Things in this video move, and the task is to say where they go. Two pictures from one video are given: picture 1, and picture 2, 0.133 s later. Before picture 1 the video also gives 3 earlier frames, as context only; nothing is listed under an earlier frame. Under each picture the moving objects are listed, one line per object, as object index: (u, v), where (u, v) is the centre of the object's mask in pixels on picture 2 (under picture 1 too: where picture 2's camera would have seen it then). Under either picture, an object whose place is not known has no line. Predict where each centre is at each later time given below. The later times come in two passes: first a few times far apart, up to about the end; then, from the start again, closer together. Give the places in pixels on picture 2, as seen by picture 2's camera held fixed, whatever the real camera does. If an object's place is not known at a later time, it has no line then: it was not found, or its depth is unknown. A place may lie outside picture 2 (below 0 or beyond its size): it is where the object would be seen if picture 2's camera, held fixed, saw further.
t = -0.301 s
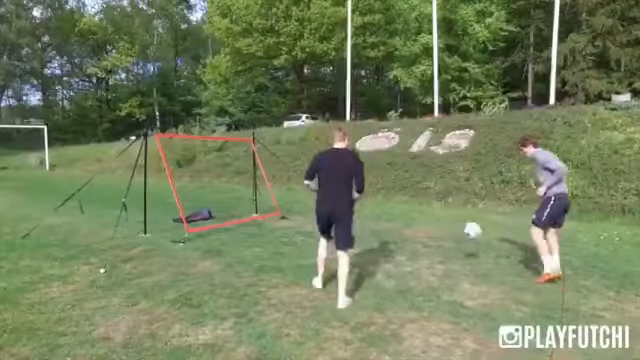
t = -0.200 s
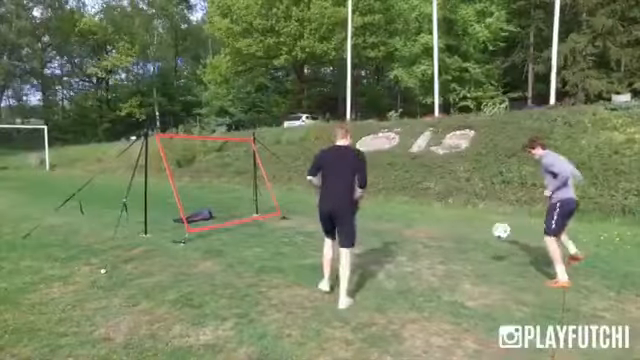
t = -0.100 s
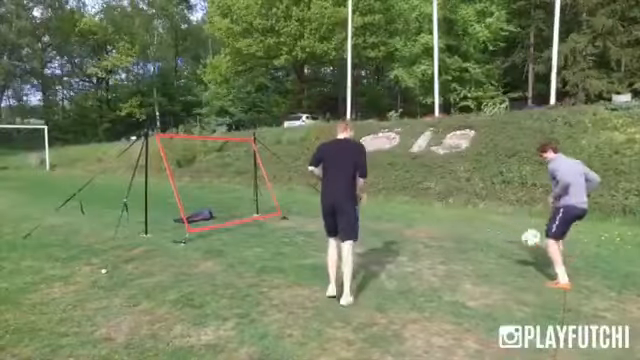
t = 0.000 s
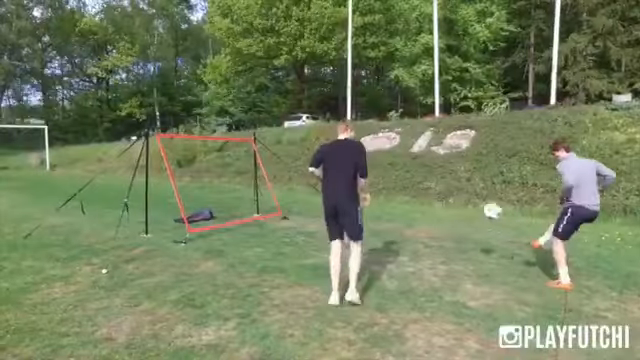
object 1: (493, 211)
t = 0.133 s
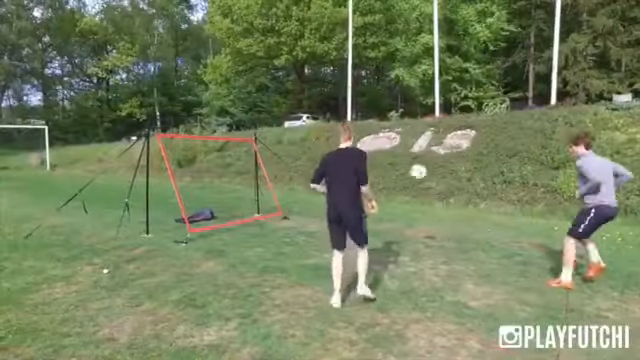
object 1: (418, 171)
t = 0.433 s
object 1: (285, 140)
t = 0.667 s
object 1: (209, 157)
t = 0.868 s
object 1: (211, 170)
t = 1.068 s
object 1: (259, 186)
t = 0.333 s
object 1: (324, 142)
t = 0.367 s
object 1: (310, 141)
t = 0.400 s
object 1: (297, 140)
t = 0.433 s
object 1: (285, 140)
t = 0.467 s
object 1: (272, 140)
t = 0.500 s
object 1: (261, 142)
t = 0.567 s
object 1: (239, 147)
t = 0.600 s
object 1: (229, 150)
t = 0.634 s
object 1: (219, 153)
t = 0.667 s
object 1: (209, 157)
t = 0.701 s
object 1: (201, 162)
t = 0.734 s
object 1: (194, 166)
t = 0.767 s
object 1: (193, 168)
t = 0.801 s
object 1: (197, 170)
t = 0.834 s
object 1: (204, 170)
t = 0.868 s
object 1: (211, 170)
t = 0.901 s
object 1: (218, 171)
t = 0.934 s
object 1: (226, 173)
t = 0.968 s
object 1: (234, 175)
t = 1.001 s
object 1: (242, 179)
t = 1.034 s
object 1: (251, 182)
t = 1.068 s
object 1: (259, 186)
